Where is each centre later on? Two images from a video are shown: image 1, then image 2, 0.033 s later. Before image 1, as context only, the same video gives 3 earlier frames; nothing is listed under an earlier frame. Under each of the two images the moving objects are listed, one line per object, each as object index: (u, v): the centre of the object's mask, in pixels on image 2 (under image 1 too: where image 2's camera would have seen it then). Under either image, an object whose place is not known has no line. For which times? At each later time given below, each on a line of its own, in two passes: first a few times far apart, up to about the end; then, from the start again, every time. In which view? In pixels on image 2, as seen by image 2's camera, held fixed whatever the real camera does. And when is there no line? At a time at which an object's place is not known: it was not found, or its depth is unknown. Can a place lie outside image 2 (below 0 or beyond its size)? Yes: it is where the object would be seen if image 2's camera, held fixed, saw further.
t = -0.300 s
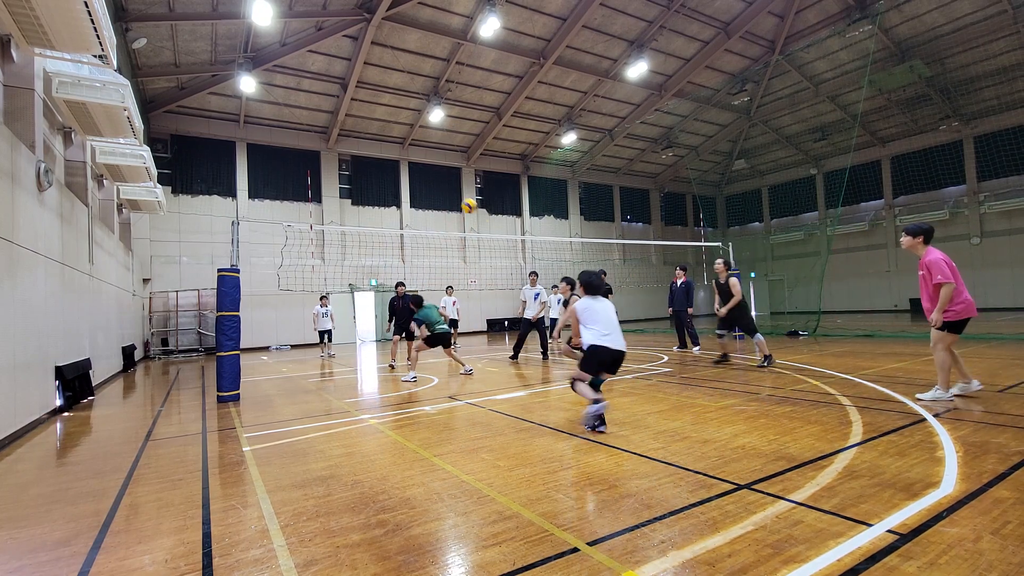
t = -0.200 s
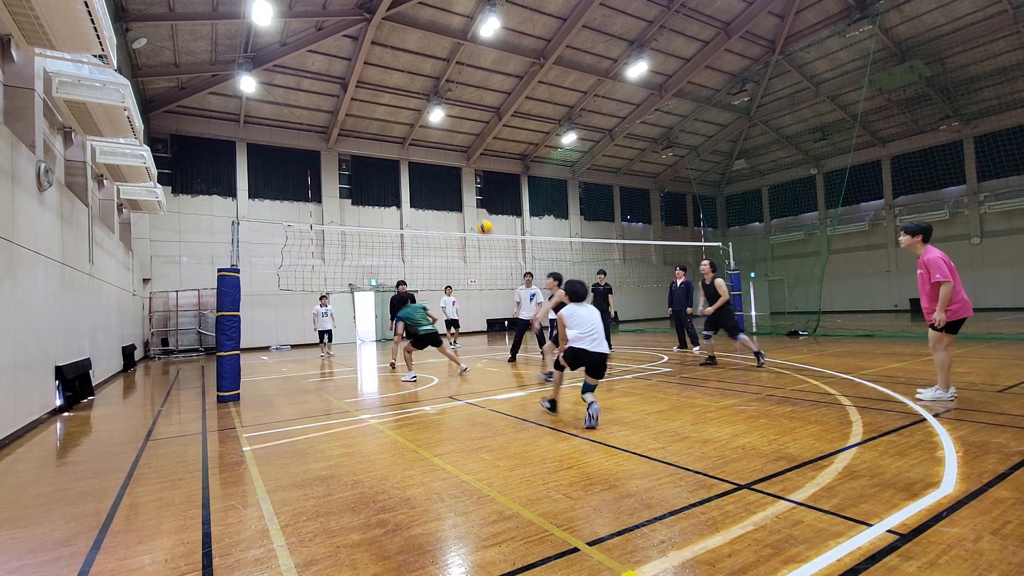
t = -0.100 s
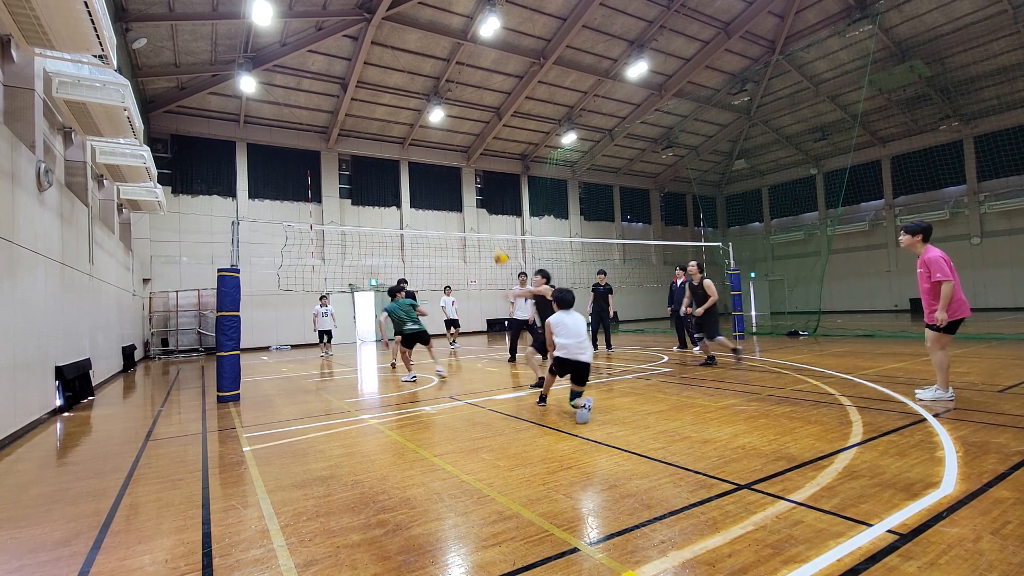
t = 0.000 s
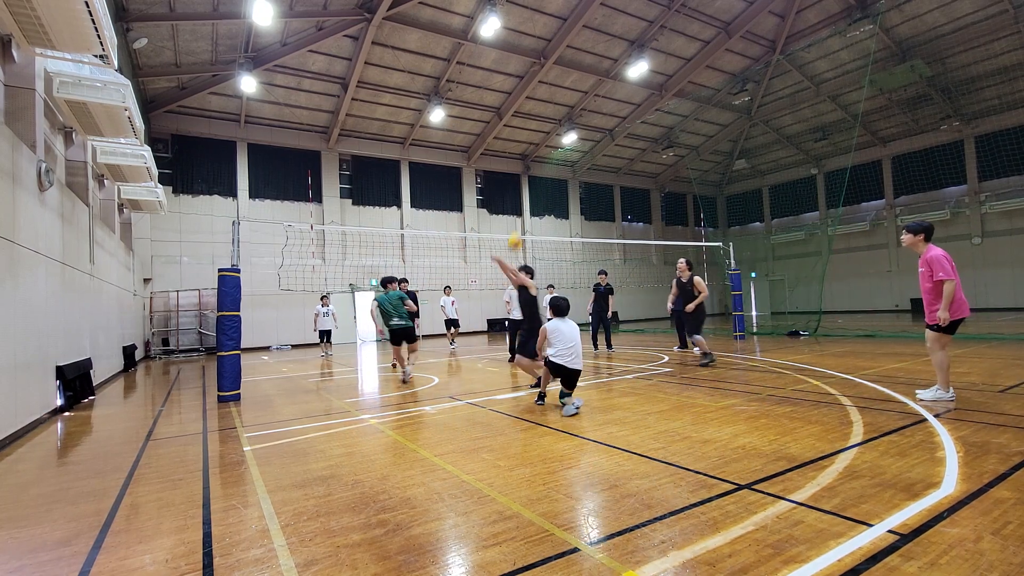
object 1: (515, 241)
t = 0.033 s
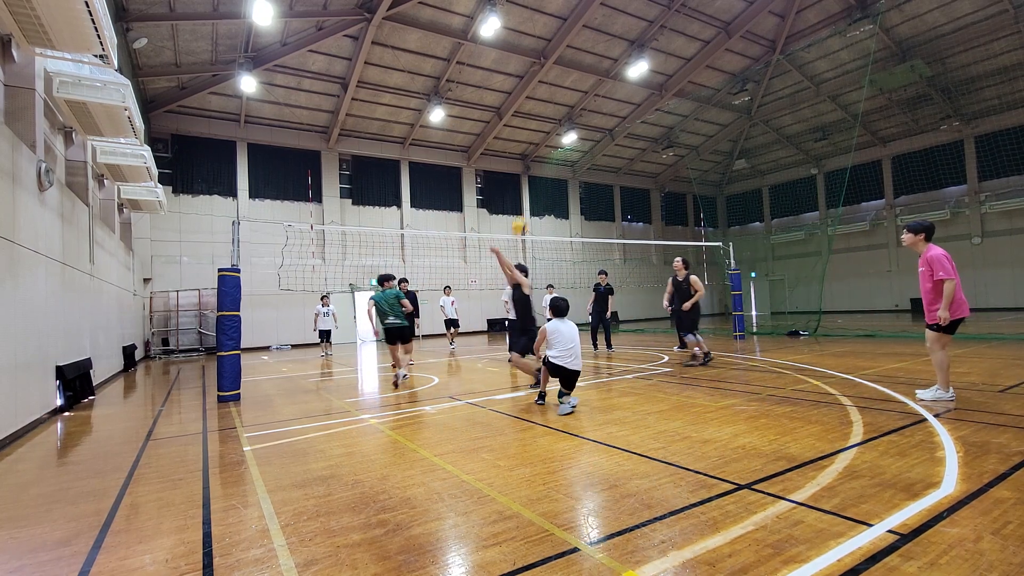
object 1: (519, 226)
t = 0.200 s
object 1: (537, 168)
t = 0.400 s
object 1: (560, 129)
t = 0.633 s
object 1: (584, 120)
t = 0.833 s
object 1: (604, 138)
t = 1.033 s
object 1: (623, 177)
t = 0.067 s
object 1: (523, 211)
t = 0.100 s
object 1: (526, 199)
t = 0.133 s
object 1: (530, 188)
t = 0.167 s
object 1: (534, 177)
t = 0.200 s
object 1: (537, 168)
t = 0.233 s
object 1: (541, 159)
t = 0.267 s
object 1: (545, 151)
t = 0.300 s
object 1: (549, 145)
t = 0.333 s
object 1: (552, 138)
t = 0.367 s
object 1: (556, 133)
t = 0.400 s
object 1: (560, 129)
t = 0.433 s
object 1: (563, 125)
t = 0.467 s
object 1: (566, 123)
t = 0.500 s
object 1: (570, 121)
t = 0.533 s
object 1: (573, 120)
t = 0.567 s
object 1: (577, 119)
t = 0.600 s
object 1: (580, 119)
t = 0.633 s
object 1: (584, 120)
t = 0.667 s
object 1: (587, 121)
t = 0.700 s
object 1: (591, 123)
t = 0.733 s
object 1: (594, 126)
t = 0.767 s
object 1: (598, 129)
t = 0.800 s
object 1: (601, 134)
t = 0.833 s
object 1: (604, 138)
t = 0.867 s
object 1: (607, 143)
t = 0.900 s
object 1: (611, 149)
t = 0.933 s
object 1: (614, 155)
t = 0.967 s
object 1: (617, 162)
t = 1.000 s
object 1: (620, 169)
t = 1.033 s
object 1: (623, 177)
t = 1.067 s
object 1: (626, 186)
